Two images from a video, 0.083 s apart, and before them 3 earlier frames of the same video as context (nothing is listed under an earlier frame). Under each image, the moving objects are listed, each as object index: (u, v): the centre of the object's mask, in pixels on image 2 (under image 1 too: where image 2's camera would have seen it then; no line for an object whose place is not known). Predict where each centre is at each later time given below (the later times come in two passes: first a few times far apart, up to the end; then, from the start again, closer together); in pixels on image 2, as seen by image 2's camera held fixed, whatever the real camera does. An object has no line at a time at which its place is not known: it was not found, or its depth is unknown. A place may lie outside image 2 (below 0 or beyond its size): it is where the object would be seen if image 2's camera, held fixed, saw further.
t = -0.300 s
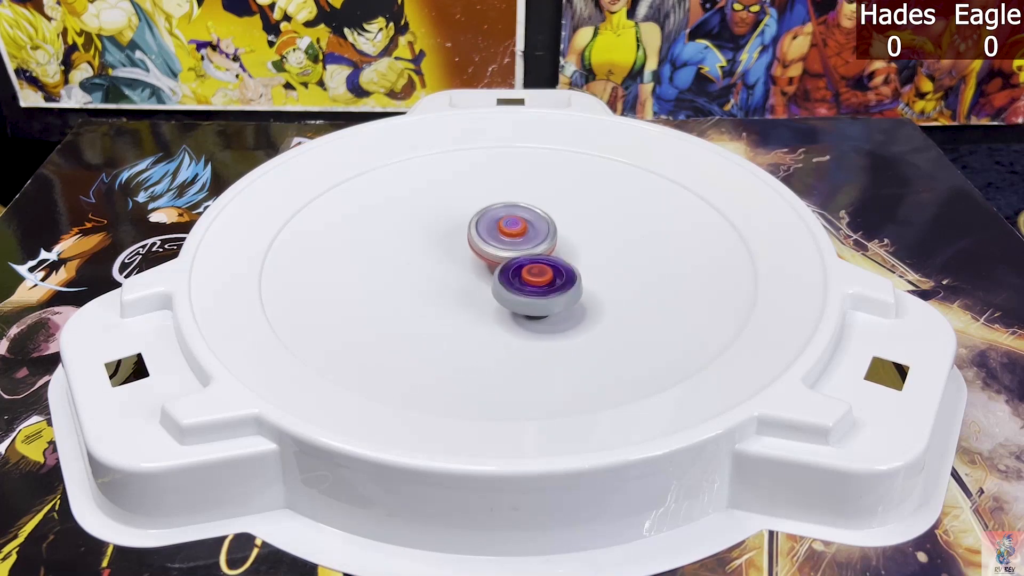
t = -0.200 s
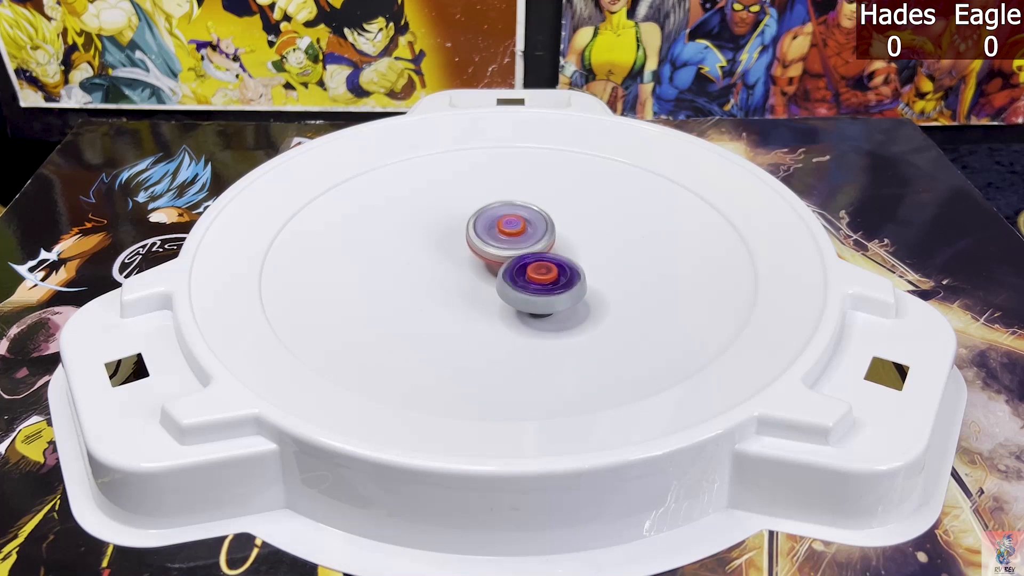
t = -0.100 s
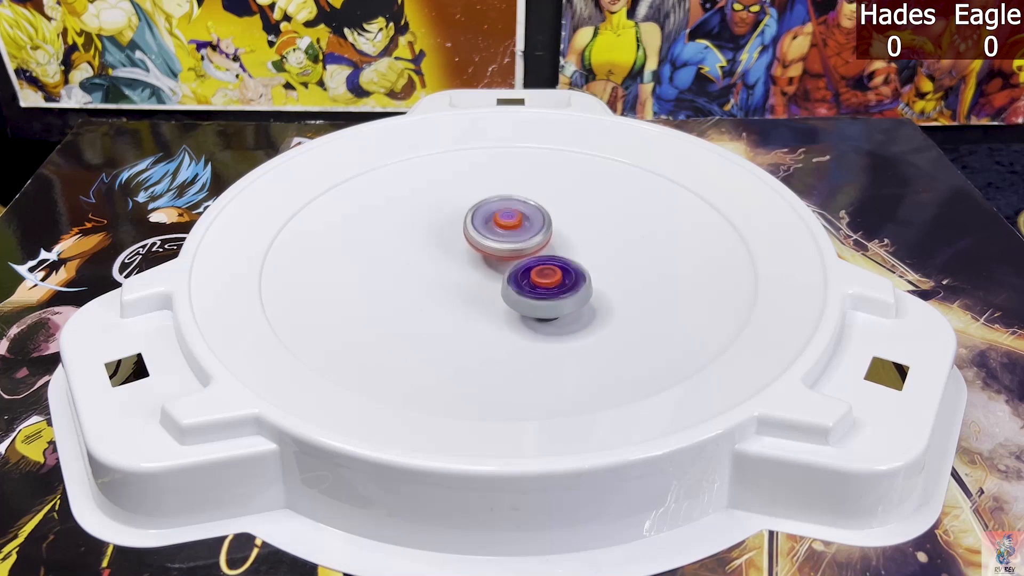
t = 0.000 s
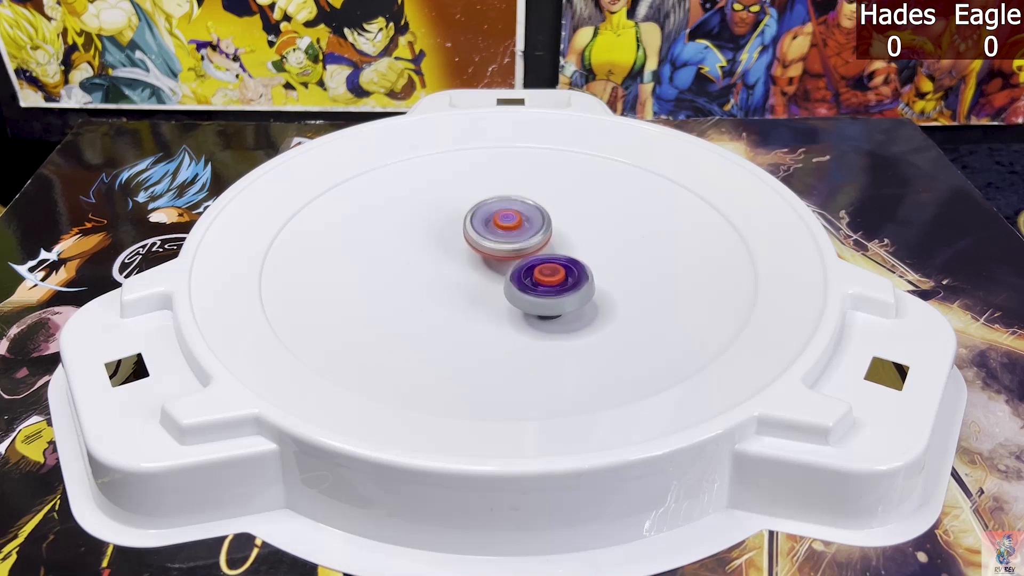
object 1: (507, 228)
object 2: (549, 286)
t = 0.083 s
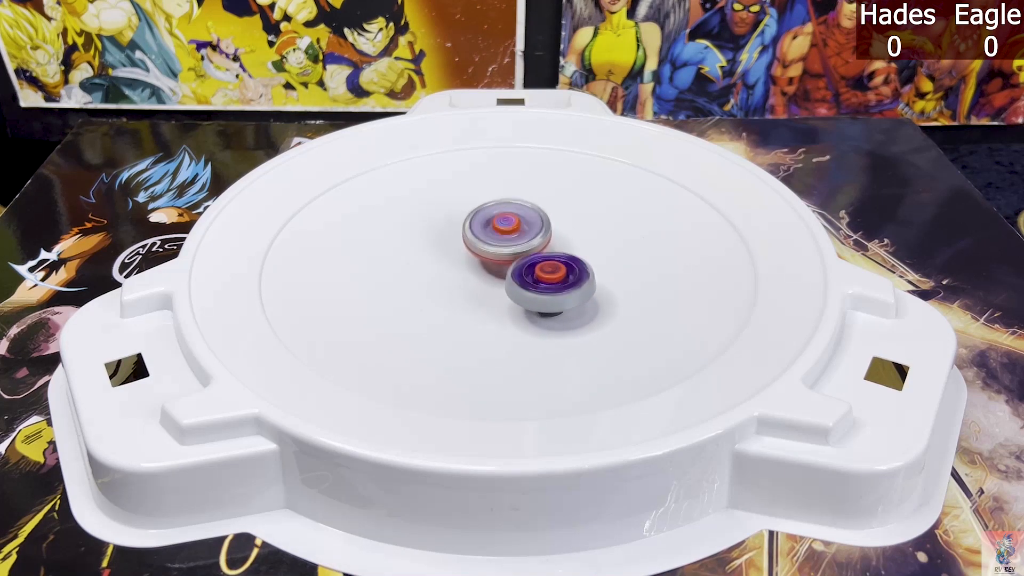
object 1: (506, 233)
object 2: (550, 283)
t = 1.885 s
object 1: (449, 253)
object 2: (555, 235)
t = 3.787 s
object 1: (469, 275)
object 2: (532, 229)
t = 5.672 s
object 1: (521, 285)
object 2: (468, 239)
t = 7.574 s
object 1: (576, 267)
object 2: (438, 256)
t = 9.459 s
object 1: (522, 231)
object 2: (492, 284)
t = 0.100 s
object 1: (506, 232)
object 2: (550, 282)
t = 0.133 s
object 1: (505, 235)
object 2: (550, 281)
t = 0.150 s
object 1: (504, 234)
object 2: (550, 281)
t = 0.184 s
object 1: (500, 228)
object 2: (559, 288)
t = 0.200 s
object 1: (497, 225)
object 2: (564, 292)
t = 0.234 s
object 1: (492, 220)
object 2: (570, 297)
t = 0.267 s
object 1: (489, 217)
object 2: (572, 298)
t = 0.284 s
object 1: (489, 217)
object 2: (574, 298)
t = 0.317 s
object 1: (488, 217)
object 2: (576, 297)
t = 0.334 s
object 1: (488, 218)
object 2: (577, 296)
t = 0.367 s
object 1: (488, 219)
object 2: (579, 295)
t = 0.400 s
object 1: (487, 221)
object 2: (579, 294)
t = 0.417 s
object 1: (487, 222)
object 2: (580, 293)
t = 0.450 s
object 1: (486, 224)
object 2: (580, 291)
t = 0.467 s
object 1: (485, 225)
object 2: (580, 290)
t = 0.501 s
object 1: (484, 227)
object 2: (579, 289)
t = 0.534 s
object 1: (483, 230)
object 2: (579, 287)
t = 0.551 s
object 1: (483, 231)
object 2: (578, 286)
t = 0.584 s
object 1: (482, 233)
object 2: (577, 284)
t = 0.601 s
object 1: (482, 234)
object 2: (576, 284)
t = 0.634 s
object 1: (482, 236)
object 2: (574, 282)
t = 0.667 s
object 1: (481, 238)
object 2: (572, 279)
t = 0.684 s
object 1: (481, 240)
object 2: (571, 279)
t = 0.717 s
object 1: (481, 242)
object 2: (568, 277)
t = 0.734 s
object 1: (481, 243)
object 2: (566, 275)
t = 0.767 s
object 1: (481, 245)
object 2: (563, 274)
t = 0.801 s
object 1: (479, 246)
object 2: (561, 272)
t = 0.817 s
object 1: (477, 246)
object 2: (561, 272)
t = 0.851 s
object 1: (475, 246)
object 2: (559, 270)
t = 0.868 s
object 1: (474, 246)
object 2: (557, 269)
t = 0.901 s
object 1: (471, 246)
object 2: (556, 268)
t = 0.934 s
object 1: (469, 247)
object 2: (555, 267)
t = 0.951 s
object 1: (465, 246)
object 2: (556, 267)
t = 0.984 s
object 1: (460, 245)
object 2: (556, 266)
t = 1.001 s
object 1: (459, 244)
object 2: (555, 265)
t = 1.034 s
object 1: (457, 244)
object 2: (554, 264)
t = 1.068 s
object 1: (457, 245)
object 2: (551, 262)
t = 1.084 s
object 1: (457, 245)
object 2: (551, 261)
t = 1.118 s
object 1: (457, 245)
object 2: (548, 260)
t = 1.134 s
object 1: (457, 246)
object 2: (547, 259)
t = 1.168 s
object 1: (455, 246)
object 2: (548, 258)
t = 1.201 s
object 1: (450, 246)
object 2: (551, 257)
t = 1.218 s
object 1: (449, 245)
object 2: (551, 256)
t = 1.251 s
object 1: (448, 245)
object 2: (550, 254)
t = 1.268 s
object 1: (447, 246)
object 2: (549, 254)
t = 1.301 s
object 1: (448, 246)
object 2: (547, 252)
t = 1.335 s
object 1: (449, 246)
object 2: (546, 251)
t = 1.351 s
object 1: (449, 246)
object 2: (544, 250)
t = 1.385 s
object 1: (450, 246)
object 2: (542, 249)
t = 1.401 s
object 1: (451, 247)
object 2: (542, 248)
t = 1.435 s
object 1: (450, 247)
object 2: (541, 247)
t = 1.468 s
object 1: (451, 247)
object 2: (540, 246)
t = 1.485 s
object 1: (450, 247)
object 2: (541, 245)
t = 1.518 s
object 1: (449, 247)
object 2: (541, 244)
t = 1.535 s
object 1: (449, 247)
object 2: (540, 244)
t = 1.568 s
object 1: (450, 248)
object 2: (539, 243)
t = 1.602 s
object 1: (450, 248)
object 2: (540, 242)
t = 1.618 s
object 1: (450, 248)
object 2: (540, 242)
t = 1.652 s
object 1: (448, 248)
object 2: (544, 241)
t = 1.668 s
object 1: (443, 249)
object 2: (549, 240)
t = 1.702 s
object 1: (438, 249)
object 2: (555, 239)
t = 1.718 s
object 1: (437, 249)
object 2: (557, 238)
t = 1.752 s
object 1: (437, 249)
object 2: (557, 237)
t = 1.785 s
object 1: (439, 250)
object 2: (558, 236)
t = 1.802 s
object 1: (440, 250)
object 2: (557, 236)
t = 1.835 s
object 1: (443, 251)
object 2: (557, 235)
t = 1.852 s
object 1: (445, 252)
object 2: (556, 235)
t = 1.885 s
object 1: (449, 253)
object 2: (555, 235)
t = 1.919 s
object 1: (452, 254)
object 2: (554, 235)
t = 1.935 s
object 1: (454, 255)
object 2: (554, 235)
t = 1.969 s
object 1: (457, 256)
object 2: (552, 235)
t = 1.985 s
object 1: (459, 257)
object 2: (552, 235)
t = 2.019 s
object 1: (462, 257)
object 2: (551, 235)
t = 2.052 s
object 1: (466, 259)
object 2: (549, 235)
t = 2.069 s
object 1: (467, 259)
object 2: (549, 235)
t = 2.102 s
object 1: (470, 260)
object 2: (548, 235)
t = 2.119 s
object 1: (466, 262)
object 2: (553, 234)
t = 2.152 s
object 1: (459, 265)
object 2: (562, 231)
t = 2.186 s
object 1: (456, 266)
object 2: (565, 230)
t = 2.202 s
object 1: (456, 267)
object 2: (565, 230)
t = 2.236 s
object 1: (456, 268)
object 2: (564, 229)
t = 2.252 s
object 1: (457, 268)
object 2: (564, 229)
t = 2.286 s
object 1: (458, 268)
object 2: (563, 229)
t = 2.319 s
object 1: (461, 270)
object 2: (561, 230)
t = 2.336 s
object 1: (462, 270)
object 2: (560, 230)
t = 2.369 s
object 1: (464, 271)
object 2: (558, 231)
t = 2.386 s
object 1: (465, 271)
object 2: (557, 231)
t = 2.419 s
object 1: (467, 272)
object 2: (555, 232)
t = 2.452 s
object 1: (469, 273)
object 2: (552, 233)
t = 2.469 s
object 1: (470, 273)
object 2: (550, 234)
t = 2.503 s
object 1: (471, 274)
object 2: (548, 235)
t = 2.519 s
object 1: (472, 274)
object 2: (546, 236)
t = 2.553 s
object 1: (473, 274)
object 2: (544, 237)
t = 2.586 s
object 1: (475, 274)
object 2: (541, 238)
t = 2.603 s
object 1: (474, 275)
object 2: (541, 239)
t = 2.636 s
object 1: (470, 276)
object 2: (541, 238)
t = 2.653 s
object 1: (470, 276)
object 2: (541, 239)
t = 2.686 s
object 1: (469, 276)
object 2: (539, 240)
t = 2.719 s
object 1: (469, 276)
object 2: (536, 241)
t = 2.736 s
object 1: (464, 277)
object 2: (538, 240)
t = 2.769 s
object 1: (458, 278)
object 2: (542, 238)
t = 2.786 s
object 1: (456, 278)
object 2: (542, 238)
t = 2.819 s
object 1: (455, 279)
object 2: (541, 239)
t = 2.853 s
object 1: (455, 278)
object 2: (539, 239)
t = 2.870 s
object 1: (455, 278)
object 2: (538, 240)
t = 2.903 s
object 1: (456, 277)
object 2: (535, 241)
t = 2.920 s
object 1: (457, 277)
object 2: (533, 241)
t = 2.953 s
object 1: (458, 277)
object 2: (531, 242)
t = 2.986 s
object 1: (460, 276)
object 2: (528, 243)
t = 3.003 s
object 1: (459, 277)
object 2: (528, 242)
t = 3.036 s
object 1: (458, 277)
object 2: (526, 243)
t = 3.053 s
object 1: (457, 277)
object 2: (526, 243)
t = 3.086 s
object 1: (451, 278)
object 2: (529, 241)
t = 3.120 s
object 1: (449, 278)
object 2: (529, 241)
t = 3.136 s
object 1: (449, 277)
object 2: (529, 241)
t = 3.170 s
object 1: (449, 277)
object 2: (527, 241)
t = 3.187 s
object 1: (450, 276)
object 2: (526, 241)
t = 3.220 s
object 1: (452, 275)
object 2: (525, 241)
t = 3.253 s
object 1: (455, 274)
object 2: (523, 241)
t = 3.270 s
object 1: (455, 274)
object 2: (524, 241)
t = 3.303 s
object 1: (448, 276)
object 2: (531, 237)
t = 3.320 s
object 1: (447, 277)
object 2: (534, 236)
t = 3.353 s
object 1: (445, 276)
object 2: (535, 235)
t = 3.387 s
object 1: (447, 275)
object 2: (535, 235)
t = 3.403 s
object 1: (447, 275)
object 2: (534, 235)
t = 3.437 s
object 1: (451, 274)
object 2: (533, 235)
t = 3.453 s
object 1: (452, 273)
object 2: (532, 235)
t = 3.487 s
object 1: (456, 273)
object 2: (531, 235)
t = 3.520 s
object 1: (459, 273)
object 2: (529, 235)
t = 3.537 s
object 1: (461, 273)
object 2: (529, 235)
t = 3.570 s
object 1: (464, 273)
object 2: (528, 235)
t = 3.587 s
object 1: (466, 273)
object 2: (528, 234)
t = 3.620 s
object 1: (465, 274)
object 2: (530, 233)
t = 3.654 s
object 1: (462, 275)
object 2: (533, 230)
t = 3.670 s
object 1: (462, 276)
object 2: (534, 230)
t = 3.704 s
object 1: (463, 276)
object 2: (534, 229)
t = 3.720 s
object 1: (464, 276)
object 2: (533, 229)
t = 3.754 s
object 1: (466, 275)
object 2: (532, 230)
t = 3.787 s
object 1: (469, 275)
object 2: (532, 229)
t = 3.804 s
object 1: (470, 275)
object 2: (531, 229)
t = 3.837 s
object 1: (474, 275)
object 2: (530, 229)
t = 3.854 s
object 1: (475, 275)
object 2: (530, 229)
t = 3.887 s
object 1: (478, 275)
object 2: (529, 229)
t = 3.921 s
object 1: (481, 275)
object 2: (527, 229)
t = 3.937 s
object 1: (479, 278)
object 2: (528, 228)
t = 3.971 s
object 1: (473, 283)
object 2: (534, 223)
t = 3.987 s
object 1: (471, 285)
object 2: (536, 221)
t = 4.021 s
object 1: (469, 287)
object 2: (538, 219)
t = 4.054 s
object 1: (469, 288)
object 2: (537, 219)
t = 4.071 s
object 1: (469, 289)
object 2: (536, 219)
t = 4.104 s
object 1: (470, 289)
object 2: (535, 219)
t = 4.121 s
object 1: (471, 288)
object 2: (534, 219)
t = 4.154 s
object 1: (473, 288)
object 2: (532, 220)
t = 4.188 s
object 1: (475, 288)
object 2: (530, 221)
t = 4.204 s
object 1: (476, 288)
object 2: (529, 221)
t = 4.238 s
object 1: (478, 288)
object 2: (527, 222)
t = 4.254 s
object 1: (478, 288)
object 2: (526, 223)
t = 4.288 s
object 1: (480, 288)
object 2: (524, 225)
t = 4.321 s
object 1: (481, 288)
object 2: (522, 226)
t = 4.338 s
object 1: (481, 287)
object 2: (521, 227)
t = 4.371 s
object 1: (483, 287)
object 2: (518, 229)
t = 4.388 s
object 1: (483, 286)
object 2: (518, 230)
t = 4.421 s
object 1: (485, 285)
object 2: (516, 232)
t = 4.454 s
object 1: (486, 284)
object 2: (515, 233)
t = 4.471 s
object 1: (487, 284)
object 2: (514, 233)
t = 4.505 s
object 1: (484, 286)
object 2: (515, 232)
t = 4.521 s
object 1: (483, 287)
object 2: (516, 232)
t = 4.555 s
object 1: (482, 287)
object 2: (516, 232)
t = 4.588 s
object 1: (482, 287)
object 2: (515, 232)
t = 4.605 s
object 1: (482, 286)
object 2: (513, 233)
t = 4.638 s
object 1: (483, 285)
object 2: (512, 233)
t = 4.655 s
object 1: (484, 284)
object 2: (511, 233)
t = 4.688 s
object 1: (483, 287)
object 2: (512, 232)
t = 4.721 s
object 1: (481, 290)
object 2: (515, 228)
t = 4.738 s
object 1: (480, 291)
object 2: (515, 227)
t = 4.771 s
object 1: (480, 291)
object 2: (514, 226)
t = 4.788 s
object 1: (481, 291)
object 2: (514, 226)
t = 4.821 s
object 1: (481, 290)
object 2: (511, 227)
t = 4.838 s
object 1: (482, 289)
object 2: (510, 227)
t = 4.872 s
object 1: (484, 289)
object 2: (507, 228)
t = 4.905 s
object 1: (487, 288)
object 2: (505, 228)
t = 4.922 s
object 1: (488, 287)
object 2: (504, 228)
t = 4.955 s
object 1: (491, 287)
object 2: (502, 228)
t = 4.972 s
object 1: (491, 286)
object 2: (501, 229)
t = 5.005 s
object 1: (494, 285)
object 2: (498, 229)
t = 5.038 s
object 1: (496, 284)
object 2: (496, 230)
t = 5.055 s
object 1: (497, 284)
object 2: (495, 230)
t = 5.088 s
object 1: (498, 287)
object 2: (493, 228)
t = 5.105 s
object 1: (498, 289)
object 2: (493, 227)
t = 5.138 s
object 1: (498, 292)
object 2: (492, 226)
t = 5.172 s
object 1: (499, 292)
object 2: (490, 226)
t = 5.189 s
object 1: (500, 292)
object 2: (489, 226)
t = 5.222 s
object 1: (501, 292)
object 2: (487, 227)
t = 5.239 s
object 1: (502, 291)
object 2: (486, 227)
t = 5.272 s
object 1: (503, 290)
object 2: (484, 228)
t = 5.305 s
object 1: (506, 290)
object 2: (483, 229)
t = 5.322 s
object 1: (506, 290)
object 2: (482, 229)
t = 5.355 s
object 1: (509, 289)
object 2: (480, 230)
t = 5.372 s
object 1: (509, 289)
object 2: (480, 231)
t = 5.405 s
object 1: (511, 288)
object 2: (478, 232)
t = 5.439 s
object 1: (512, 287)
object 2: (477, 233)
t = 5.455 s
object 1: (513, 287)
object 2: (476, 233)
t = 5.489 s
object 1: (514, 286)
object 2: (474, 235)
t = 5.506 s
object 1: (514, 285)
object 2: (474, 236)
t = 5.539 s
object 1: (515, 284)
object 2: (472, 237)
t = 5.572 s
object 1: (516, 283)
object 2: (471, 237)
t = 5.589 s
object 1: (517, 283)
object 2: (470, 238)
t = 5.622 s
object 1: (518, 283)
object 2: (470, 238)
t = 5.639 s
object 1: (519, 283)
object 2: (469, 239)
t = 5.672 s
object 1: (521, 285)
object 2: (468, 239)
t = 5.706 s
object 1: (522, 285)
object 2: (467, 239)
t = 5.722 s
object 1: (521, 285)
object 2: (466, 239)
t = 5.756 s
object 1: (521, 285)
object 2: (465, 240)
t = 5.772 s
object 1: (521, 285)
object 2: (465, 240)
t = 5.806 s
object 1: (521, 283)
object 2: (464, 242)
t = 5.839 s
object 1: (522, 283)
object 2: (463, 242)
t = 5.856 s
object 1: (523, 283)
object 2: (462, 243)
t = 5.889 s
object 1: (528, 285)
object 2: (458, 240)
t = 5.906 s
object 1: (529, 286)
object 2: (458, 239)
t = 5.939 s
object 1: (531, 287)
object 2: (456, 239)
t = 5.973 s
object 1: (530, 286)
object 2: (456, 240)
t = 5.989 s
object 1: (530, 286)
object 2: (456, 240)
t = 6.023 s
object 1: (529, 286)
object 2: (455, 241)
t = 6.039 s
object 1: (530, 285)
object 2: (455, 241)
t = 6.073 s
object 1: (531, 284)
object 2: (455, 241)
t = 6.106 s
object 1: (531, 283)
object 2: (455, 242)
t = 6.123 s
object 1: (531, 283)
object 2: (455, 243)
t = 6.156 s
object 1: (531, 282)
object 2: (456, 243)
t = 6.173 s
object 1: (531, 282)
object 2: (456, 244)
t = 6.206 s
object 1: (531, 281)
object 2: (456, 245)
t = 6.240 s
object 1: (531, 280)
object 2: (457, 246)
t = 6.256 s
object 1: (532, 279)
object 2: (457, 246)
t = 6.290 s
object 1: (533, 279)
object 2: (456, 246)
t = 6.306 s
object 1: (535, 279)
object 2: (456, 246)
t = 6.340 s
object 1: (536, 279)
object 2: (457, 246)
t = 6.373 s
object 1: (538, 278)
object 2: (457, 247)
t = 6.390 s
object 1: (537, 278)
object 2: (458, 247)
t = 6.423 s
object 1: (537, 277)
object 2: (458, 248)
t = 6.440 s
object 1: (537, 277)
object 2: (459, 248)
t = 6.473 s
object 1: (539, 277)
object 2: (457, 248)
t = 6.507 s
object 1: (543, 278)
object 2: (456, 247)
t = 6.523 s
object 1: (543, 278)
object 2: (457, 246)
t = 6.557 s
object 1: (545, 277)
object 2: (457, 247)
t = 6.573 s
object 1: (545, 277)
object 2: (458, 248)
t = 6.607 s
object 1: (544, 277)
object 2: (459, 248)
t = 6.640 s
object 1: (544, 276)
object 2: (460, 249)
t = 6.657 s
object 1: (544, 275)
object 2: (460, 250)
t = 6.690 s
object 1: (545, 274)
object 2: (461, 251)
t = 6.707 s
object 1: (544, 274)
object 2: (462, 251)
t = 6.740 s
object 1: (552, 276)
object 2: (456, 249)
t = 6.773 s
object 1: (561, 277)
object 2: (447, 245)
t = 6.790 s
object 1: (563, 278)
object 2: (446, 244)
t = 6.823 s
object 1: (565, 279)
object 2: (446, 243)
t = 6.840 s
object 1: (564, 279)
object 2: (446, 244)
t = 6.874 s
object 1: (562, 278)
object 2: (446, 244)
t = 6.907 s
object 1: (561, 277)
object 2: (447, 245)
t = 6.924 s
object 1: (561, 276)
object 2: (447, 245)
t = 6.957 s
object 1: (561, 276)
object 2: (447, 246)
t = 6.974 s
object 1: (560, 276)
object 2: (448, 246)
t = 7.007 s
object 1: (560, 275)
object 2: (448, 247)
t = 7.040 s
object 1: (558, 274)
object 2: (450, 248)
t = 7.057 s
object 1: (558, 274)
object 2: (451, 249)
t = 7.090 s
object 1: (557, 274)
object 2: (453, 250)
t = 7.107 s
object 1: (556, 273)
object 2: (454, 251)
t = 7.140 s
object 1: (555, 273)
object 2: (456, 252)
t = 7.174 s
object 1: (553, 272)
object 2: (458, 253)
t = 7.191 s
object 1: (553, 272)
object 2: (459, 254)
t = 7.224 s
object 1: (552, 271)
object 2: (462, 255)
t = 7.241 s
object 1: (551, 270)
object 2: (463, 256)
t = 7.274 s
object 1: (565, 271)
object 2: (449, 252)
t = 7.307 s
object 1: (576, 272)
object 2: (438, 248)
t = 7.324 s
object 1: (580, 272)
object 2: (434, 247)
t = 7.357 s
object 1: (583, 273)
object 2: (432, 246)
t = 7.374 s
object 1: (582, 273)
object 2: (432, 247)
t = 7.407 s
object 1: (581, 272)
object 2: (432, 248)
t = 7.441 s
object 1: (580, 271)
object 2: (433, 250)
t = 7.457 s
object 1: (580, 270)
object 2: (433, 251)
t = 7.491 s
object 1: (579, 269)
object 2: (434, 252)
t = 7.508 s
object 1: (578, 269)
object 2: (435, 253)
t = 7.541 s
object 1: (577, 267)
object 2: (436, 254)
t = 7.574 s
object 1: (576, 267)
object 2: (438, 256)
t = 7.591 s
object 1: (575, 266)
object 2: (439, 257)
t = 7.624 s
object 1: (574, 265)
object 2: (441, 259)
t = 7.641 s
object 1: (573, 265)
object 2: (442, 260)
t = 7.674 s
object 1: (572, 264)
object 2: (445, 261)
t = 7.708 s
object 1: (571, 263)
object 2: (448, 263)
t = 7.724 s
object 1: (570, 263)
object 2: (449, 264)
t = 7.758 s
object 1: (568, 263)
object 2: (452, 266)
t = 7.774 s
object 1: (568, 262)
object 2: (454, 266)
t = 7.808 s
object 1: (565, 262)
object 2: (457, 268)
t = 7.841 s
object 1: (564, 261)
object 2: (460, 269)
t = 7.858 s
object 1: (564, 261)
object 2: (462, 270)
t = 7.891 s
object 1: (562, 260)
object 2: (466, 271)
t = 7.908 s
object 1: (561, 260)
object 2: (468, 272)
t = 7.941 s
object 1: (560, 259)
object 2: (471, 273)
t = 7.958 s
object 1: (566, 258)
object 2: (465, 274)
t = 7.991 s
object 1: (576, 254)
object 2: (454, 275)
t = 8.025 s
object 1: (582, 254)
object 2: (449, 276)
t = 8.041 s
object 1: (583, 254)
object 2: (449, 276)
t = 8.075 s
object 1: (582, 255)
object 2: (450, 278)
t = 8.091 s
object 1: (580, 255)
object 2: (451, 279)
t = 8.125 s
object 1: (578, 255)
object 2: (453, 281)
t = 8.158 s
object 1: (575, 254)
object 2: (454, 282)
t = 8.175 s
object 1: (574, 253)
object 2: (456, 283)
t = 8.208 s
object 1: (572, 253)
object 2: (457, 284)
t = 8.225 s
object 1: (571, 252)
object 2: (459, 285)
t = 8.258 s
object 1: (569, 251)
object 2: (461, 286)
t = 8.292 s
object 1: (568, 251)
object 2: (463, 287)
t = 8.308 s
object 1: (567, 251)
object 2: (464, 287)
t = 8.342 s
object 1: (566, 251)
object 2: (467, 288)
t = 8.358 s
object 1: (565, 250)
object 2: (468, 288)
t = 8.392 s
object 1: (563, 251)
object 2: (471, 288)
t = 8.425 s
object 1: (562, 251)
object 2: (474, 289)
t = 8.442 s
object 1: (562, 251)
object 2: (476, 289)
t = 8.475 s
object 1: (560, 251)
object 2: (478, 289)
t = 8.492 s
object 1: (560, 250)
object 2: (480, 289)
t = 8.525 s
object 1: (559, 250)
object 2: (483, 289)
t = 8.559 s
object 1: (556, 251)
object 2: (486, 288)
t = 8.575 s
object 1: (556, 251)
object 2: (488, 288)
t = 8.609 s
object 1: (556, 250)
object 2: (491, 287)
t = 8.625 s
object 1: (555, 249)
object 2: (492, 287)
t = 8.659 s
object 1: (554, 248)
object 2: (496, 286)
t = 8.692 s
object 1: (556, 247)
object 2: (496, 286)
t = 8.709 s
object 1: (557, 246)
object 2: (496, 286)
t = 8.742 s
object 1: (557, 245)
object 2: (498, 286)
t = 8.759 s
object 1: (557, 245)
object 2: (499, 285)
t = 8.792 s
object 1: (565, 240)
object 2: (489, 289)
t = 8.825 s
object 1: (571, 233)
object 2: (482, 291)
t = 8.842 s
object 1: (574, 229)
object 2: (481, 292)
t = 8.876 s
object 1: (576, 223)
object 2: (481, 291)
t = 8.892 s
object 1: (576, 220)
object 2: (482, 291)
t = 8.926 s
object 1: (576, 216)
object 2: (482, 291)
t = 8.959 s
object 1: (574, 213)
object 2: (483, 291)
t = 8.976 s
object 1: (574, 212)
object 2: (484, 291)
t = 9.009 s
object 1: (572, 211)
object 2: (484, 291)
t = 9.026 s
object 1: (571, 211)
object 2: (485, 291)
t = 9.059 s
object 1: (570, 211)
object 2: (485, 290)
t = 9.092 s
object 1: (568, 212)
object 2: (486, 289)
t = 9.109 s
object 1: (566, 212)
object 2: (487, 289)
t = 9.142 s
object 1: (562, 213)
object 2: (488, 288)
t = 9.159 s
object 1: (560, 214)
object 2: (488, 287)
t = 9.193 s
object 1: (556, 215)
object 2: (490, 286)
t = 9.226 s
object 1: (552, 217)
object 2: (492, 285)
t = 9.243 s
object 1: (550, 217)
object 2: (492, 284)
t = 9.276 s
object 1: (546, 220)
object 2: (494, 282)
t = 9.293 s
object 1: (544, 221)
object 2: (495, 281)
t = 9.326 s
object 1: (539, 225)
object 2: (497, 280)
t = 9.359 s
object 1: (534, 228)
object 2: (499, 278)
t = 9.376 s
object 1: (531, 229)
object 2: (498, 279)
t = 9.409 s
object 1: (528, 230)
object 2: (494, 283)
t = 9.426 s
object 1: (527, 230)
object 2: (493, 284)
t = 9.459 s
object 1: (522, 231)
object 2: (492, 284)
